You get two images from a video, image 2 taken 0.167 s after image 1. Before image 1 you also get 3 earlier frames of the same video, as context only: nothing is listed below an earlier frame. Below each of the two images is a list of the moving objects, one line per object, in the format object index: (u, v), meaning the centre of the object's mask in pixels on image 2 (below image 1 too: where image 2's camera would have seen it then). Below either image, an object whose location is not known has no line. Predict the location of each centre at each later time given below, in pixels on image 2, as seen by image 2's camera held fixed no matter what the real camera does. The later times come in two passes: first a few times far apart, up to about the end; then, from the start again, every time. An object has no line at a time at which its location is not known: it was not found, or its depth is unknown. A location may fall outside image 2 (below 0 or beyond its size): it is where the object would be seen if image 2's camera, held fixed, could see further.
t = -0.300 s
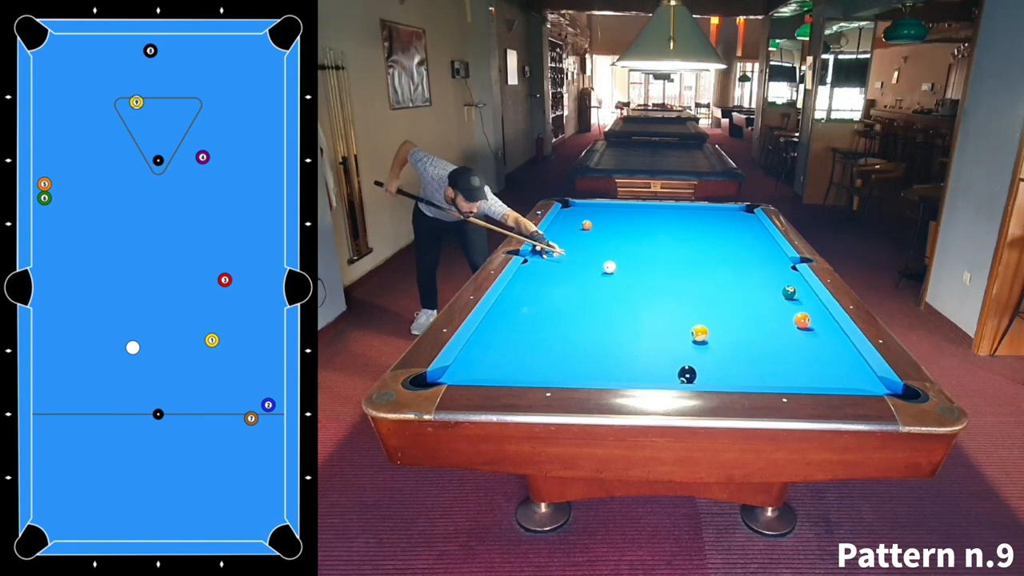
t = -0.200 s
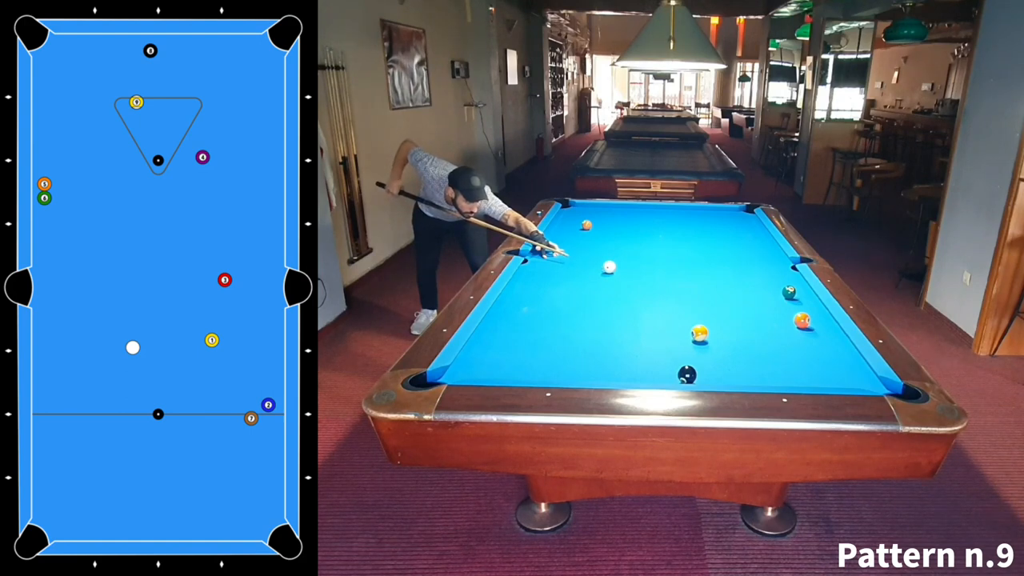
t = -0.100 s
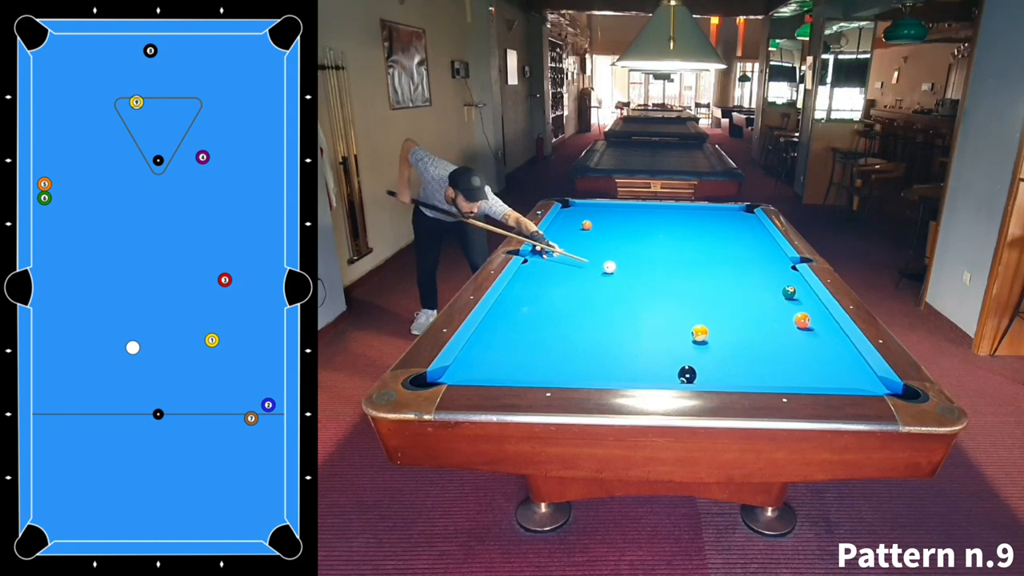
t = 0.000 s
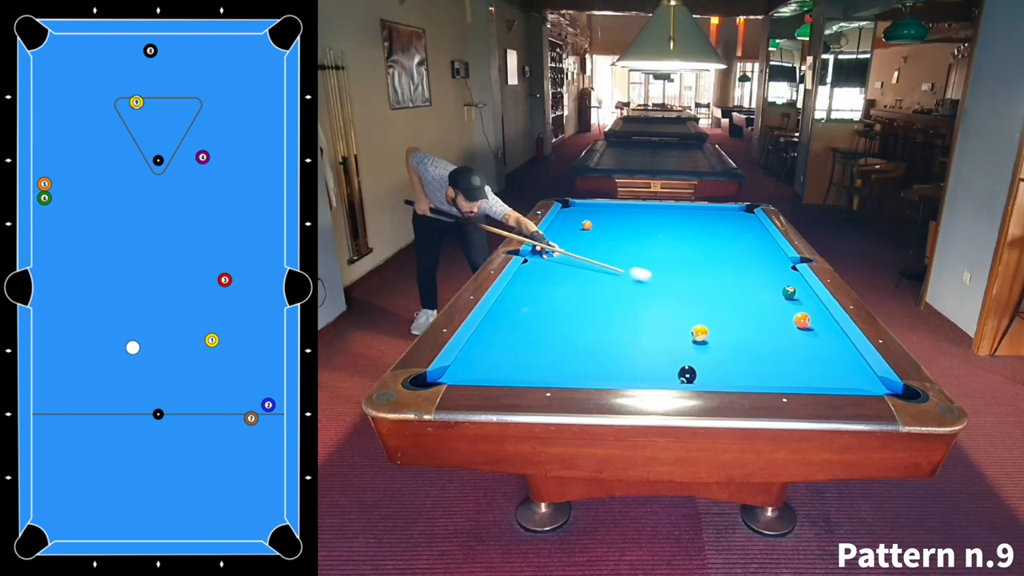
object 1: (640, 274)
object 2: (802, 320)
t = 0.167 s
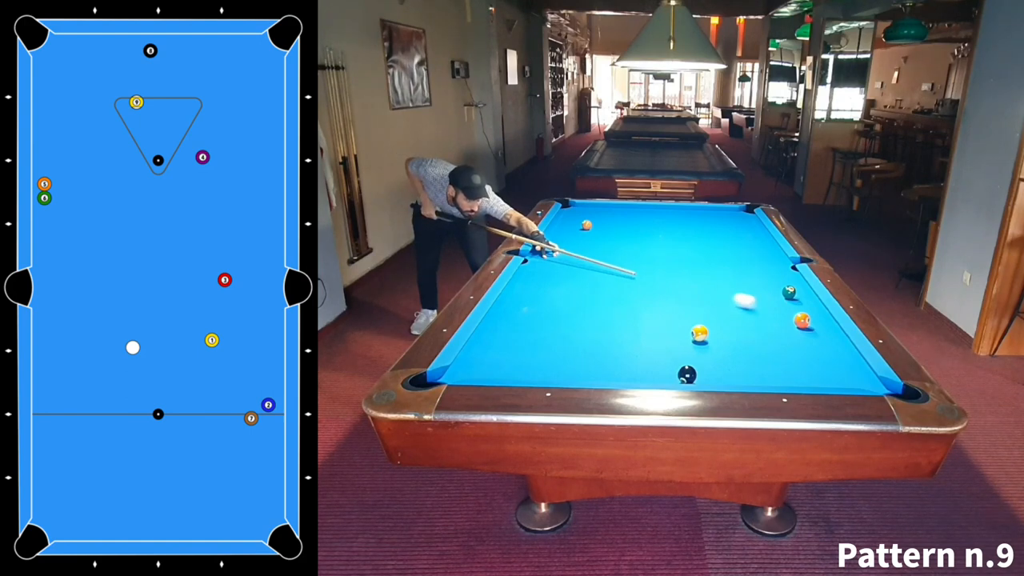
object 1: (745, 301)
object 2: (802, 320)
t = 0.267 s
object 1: (808, 313)
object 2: (807, 325)
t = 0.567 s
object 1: (750, 304)
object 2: (859, 376)
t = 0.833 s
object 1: (686, 294)
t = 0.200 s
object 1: (767, 306)
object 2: (802, 320)
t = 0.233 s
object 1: (788, 311)
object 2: (802, 320)
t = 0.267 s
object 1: (808, 313)
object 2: (807, 325)
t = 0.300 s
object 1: (823, 314)
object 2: (812, 330)
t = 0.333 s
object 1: (815, 313)
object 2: (818, 336)
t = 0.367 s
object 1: (804, 311)
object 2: (824, 341)
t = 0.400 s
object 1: (794, 310)
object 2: (830, 347)
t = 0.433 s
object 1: (784, 309)
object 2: (835, 353)
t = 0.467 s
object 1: (775, 307)
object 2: (842, 359)
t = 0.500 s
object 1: (767, 306)
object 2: (847, 365)
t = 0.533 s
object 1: (758, 305)
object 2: (853, 370)
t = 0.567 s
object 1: (750, 304)
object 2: (859, 376)
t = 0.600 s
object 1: (741, 302)
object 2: (865, 381)
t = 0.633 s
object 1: (733, 301)
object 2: (872, 385)
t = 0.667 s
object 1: (725, 300)
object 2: (880, 389)
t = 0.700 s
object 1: (717, 299)
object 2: (890, 392)
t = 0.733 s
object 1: (709, 298)
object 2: (898, 396)
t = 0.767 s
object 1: (701, 297)
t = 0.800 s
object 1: (693, 295)
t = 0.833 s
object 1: (686, 294)
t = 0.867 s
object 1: (678, 293)
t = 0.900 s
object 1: (671, 292)
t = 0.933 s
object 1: (663, 291)
